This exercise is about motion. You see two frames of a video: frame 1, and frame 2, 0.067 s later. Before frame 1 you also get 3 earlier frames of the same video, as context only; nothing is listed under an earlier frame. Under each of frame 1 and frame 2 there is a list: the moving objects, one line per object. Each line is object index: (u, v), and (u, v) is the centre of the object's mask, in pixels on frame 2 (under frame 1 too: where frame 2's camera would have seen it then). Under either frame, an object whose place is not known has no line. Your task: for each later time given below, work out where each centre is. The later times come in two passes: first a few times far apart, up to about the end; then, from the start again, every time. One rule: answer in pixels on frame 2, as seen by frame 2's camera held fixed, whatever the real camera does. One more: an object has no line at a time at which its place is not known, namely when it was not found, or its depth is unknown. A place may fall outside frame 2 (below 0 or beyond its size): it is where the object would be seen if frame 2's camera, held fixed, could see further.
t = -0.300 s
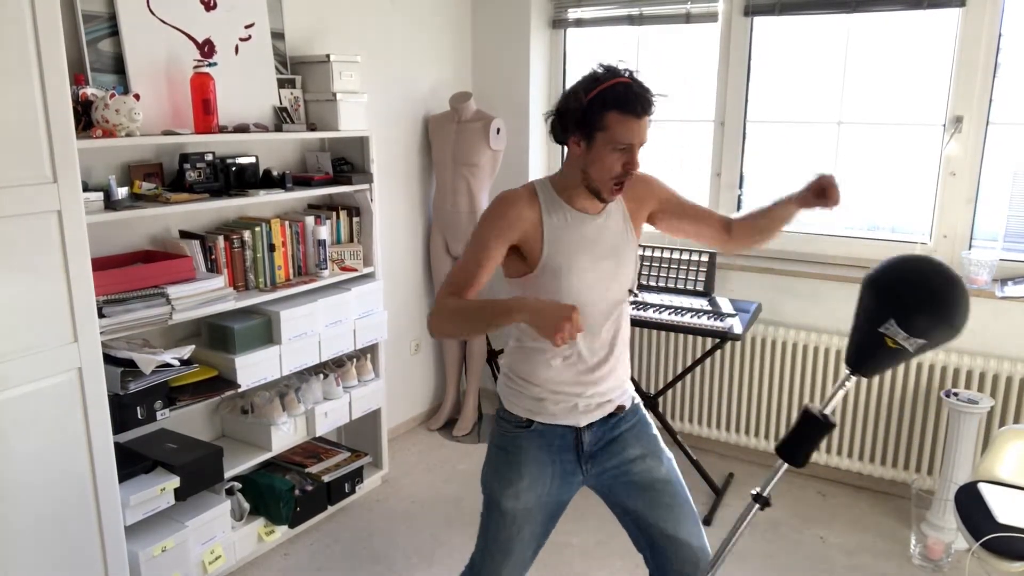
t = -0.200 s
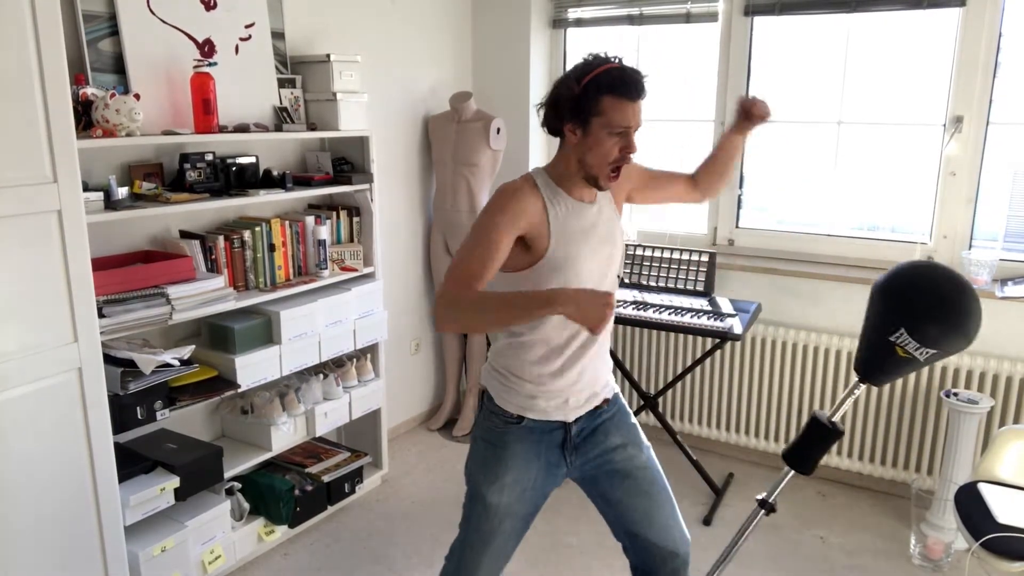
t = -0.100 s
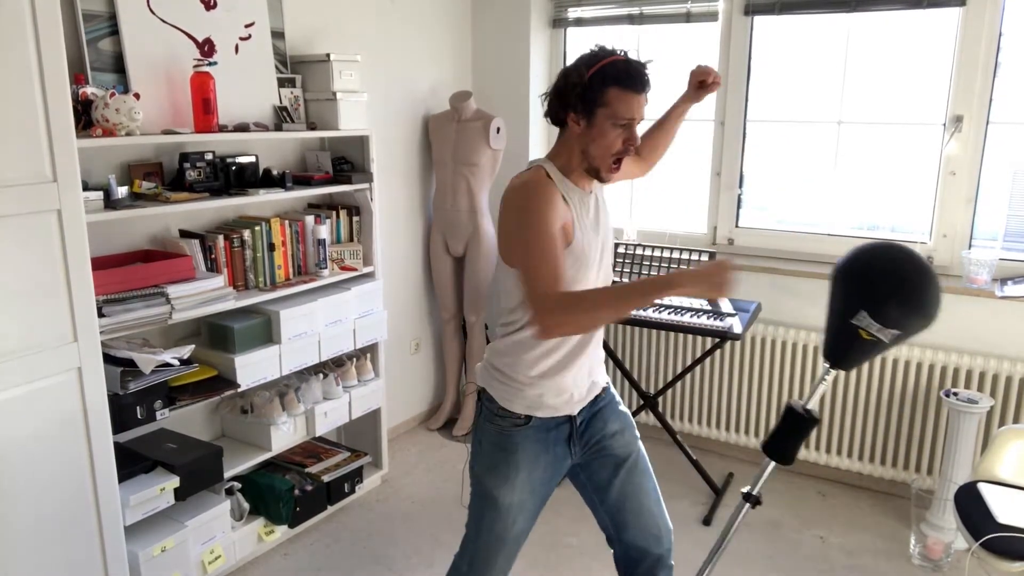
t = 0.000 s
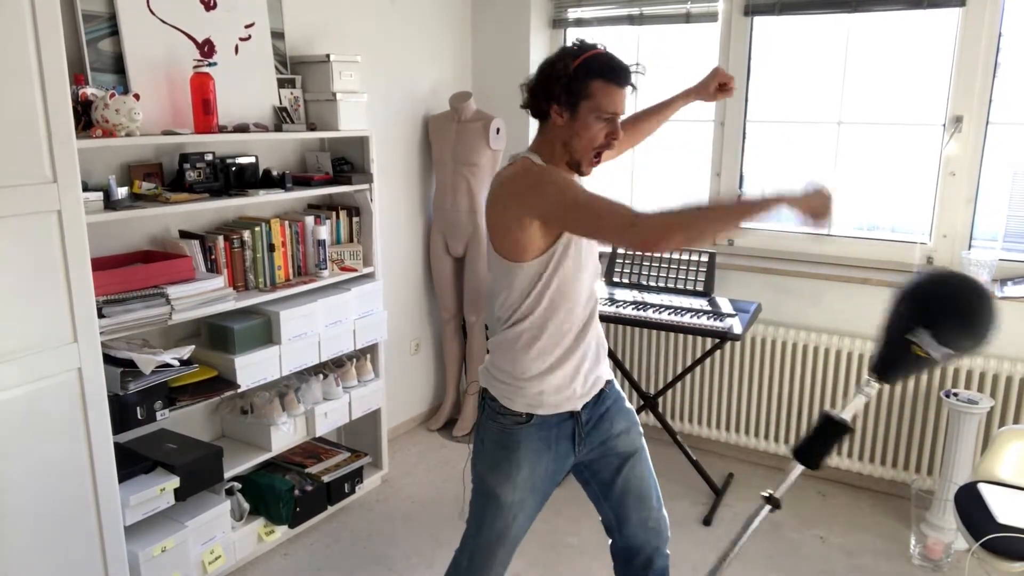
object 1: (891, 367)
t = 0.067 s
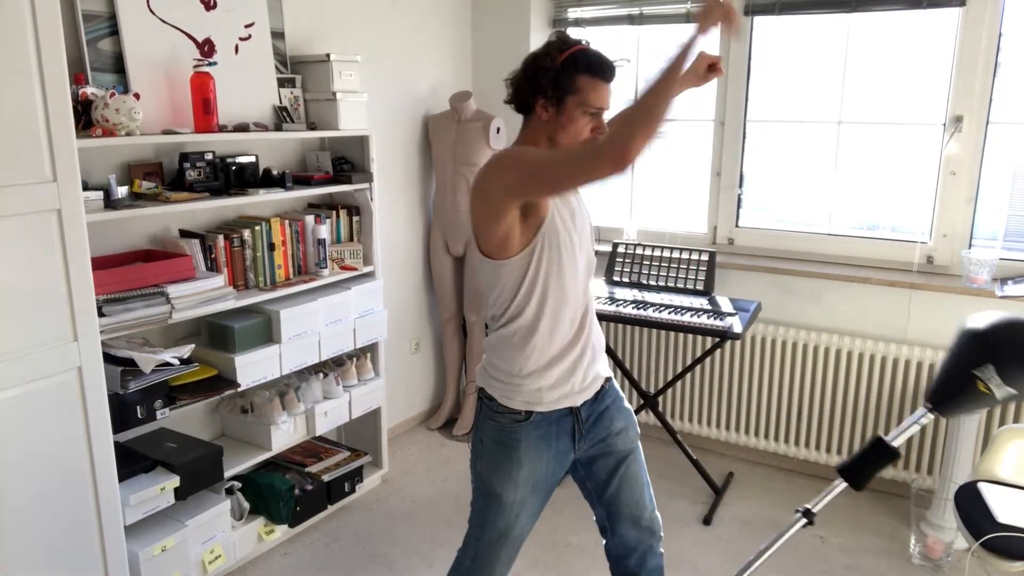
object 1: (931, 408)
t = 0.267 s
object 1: (936, 430)
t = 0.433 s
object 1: (824, 342)
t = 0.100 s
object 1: (936, 427)
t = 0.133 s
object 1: (938, 440)
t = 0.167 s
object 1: (939, 448)
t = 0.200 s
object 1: (939, 450)
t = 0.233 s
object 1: (938, 443)
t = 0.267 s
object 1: (936, 430)
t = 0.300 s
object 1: (930, 413)
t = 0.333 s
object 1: (912, 397)
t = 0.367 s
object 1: (889, 379)
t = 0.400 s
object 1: (858, 362)
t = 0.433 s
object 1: (824, 342)
